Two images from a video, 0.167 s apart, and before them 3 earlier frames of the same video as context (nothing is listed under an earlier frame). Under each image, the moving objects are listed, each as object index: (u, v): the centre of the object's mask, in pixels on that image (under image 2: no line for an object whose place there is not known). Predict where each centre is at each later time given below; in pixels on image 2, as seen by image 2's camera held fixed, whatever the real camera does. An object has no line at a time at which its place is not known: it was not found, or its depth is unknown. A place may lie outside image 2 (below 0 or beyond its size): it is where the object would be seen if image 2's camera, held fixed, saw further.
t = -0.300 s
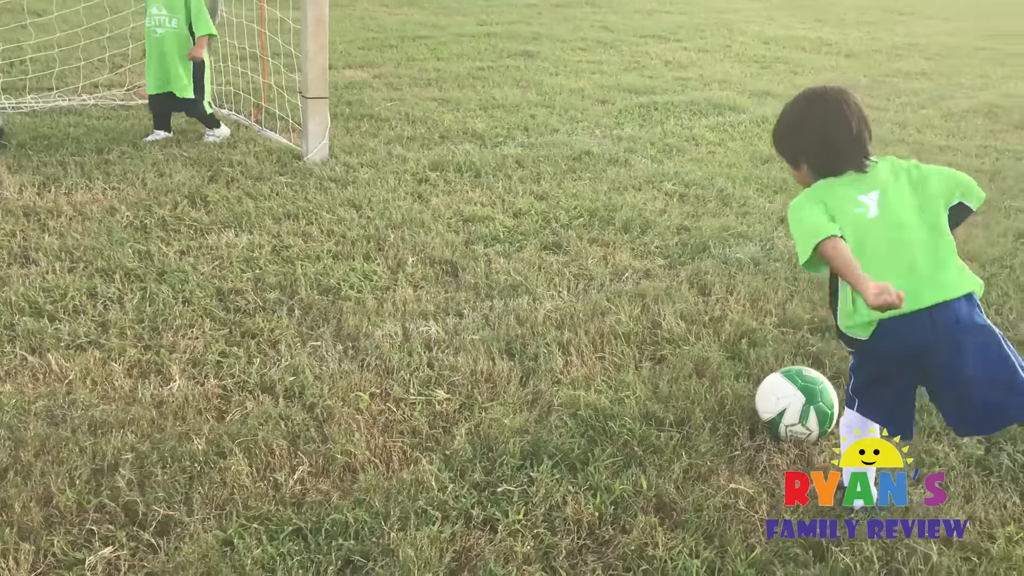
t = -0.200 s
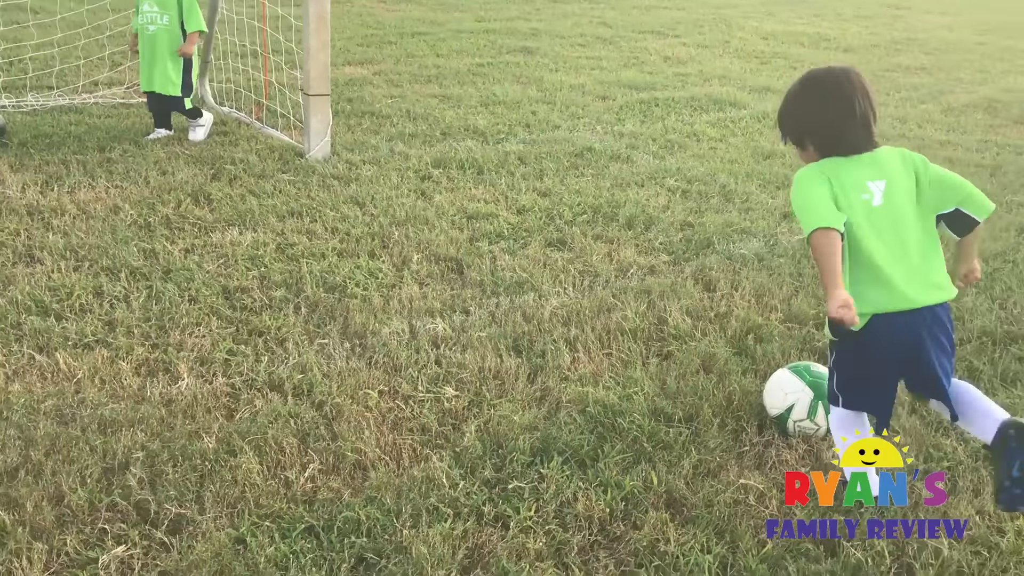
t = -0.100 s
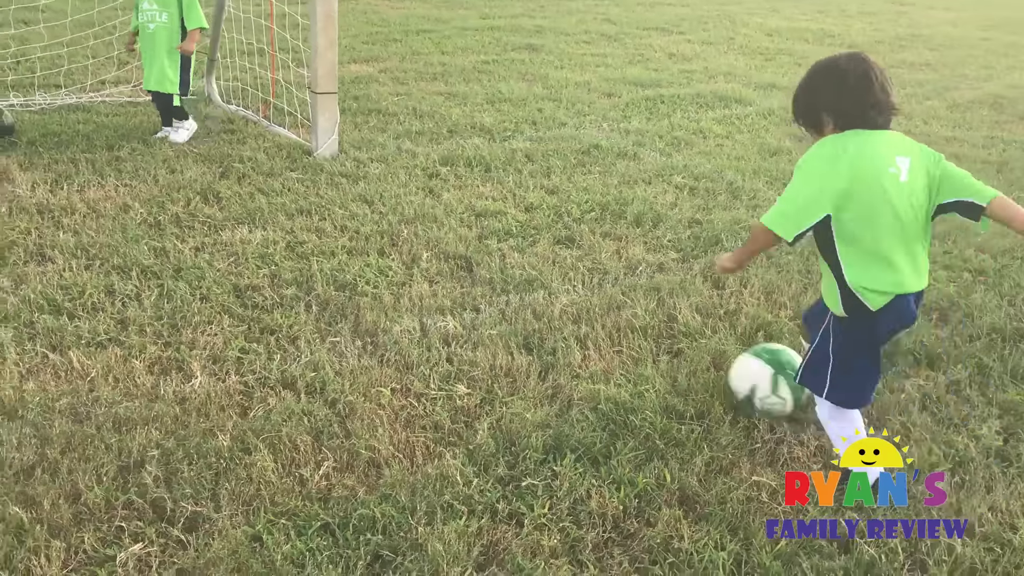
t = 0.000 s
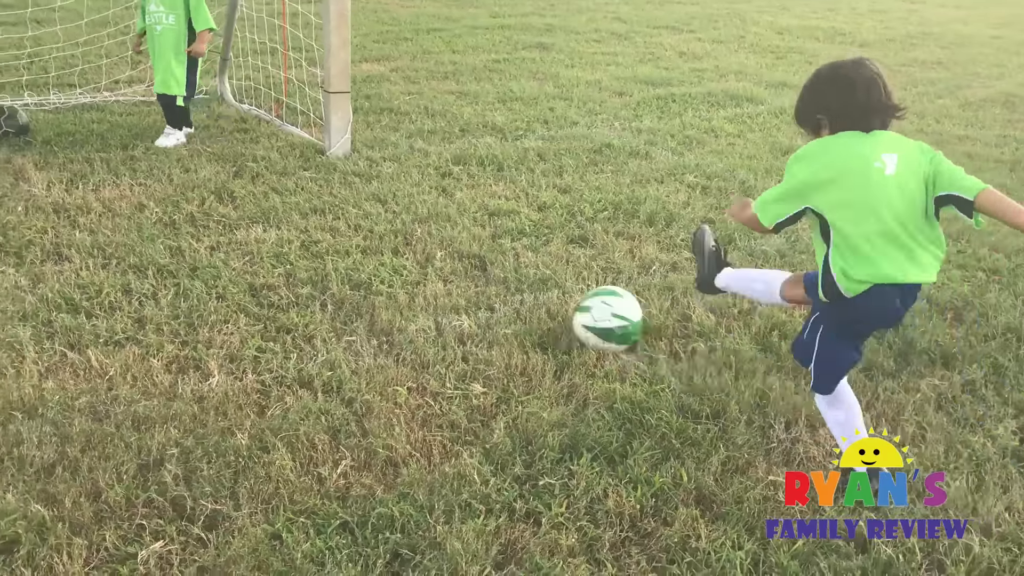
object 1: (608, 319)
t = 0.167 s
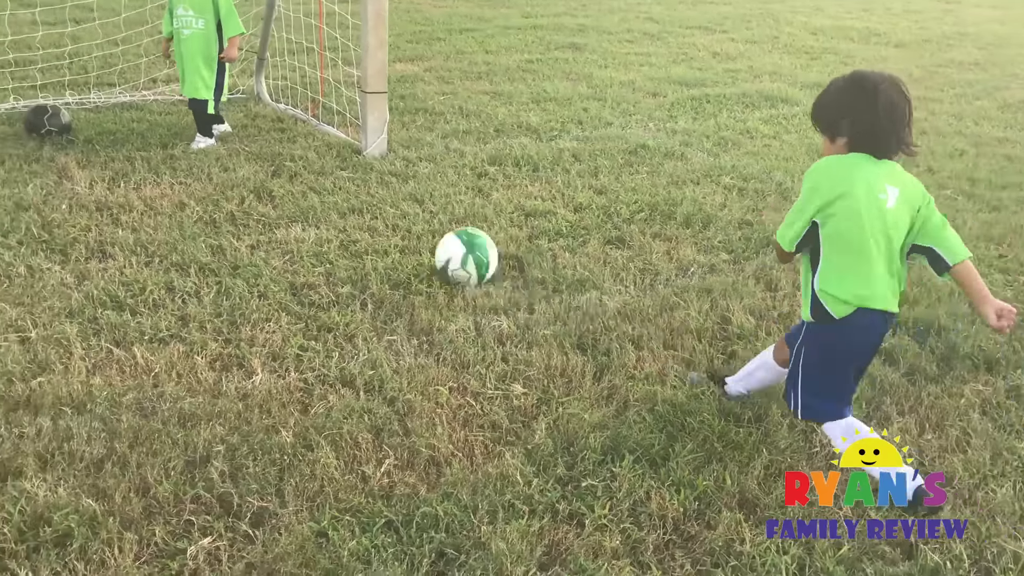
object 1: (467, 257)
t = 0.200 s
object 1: (441, 246)
